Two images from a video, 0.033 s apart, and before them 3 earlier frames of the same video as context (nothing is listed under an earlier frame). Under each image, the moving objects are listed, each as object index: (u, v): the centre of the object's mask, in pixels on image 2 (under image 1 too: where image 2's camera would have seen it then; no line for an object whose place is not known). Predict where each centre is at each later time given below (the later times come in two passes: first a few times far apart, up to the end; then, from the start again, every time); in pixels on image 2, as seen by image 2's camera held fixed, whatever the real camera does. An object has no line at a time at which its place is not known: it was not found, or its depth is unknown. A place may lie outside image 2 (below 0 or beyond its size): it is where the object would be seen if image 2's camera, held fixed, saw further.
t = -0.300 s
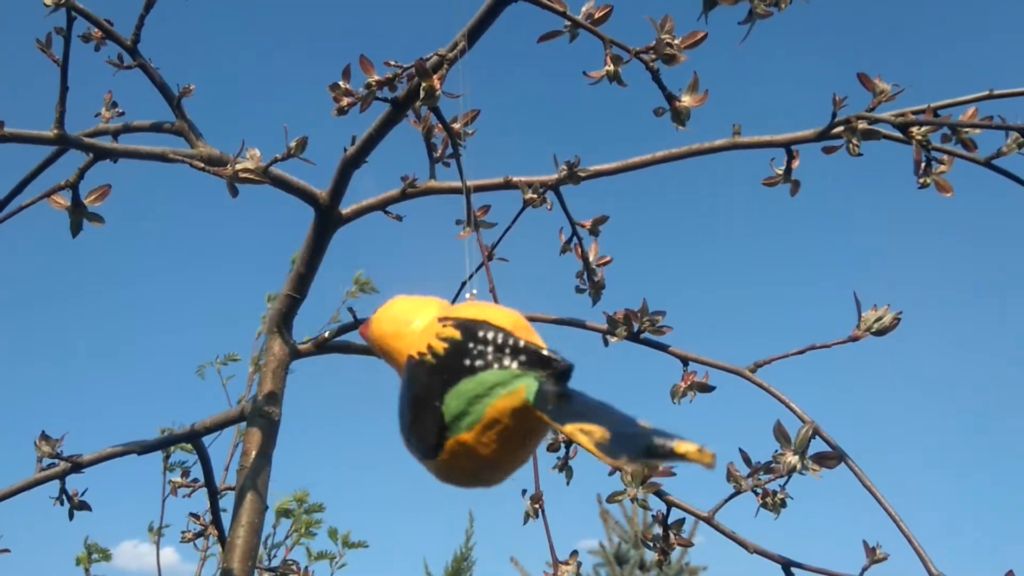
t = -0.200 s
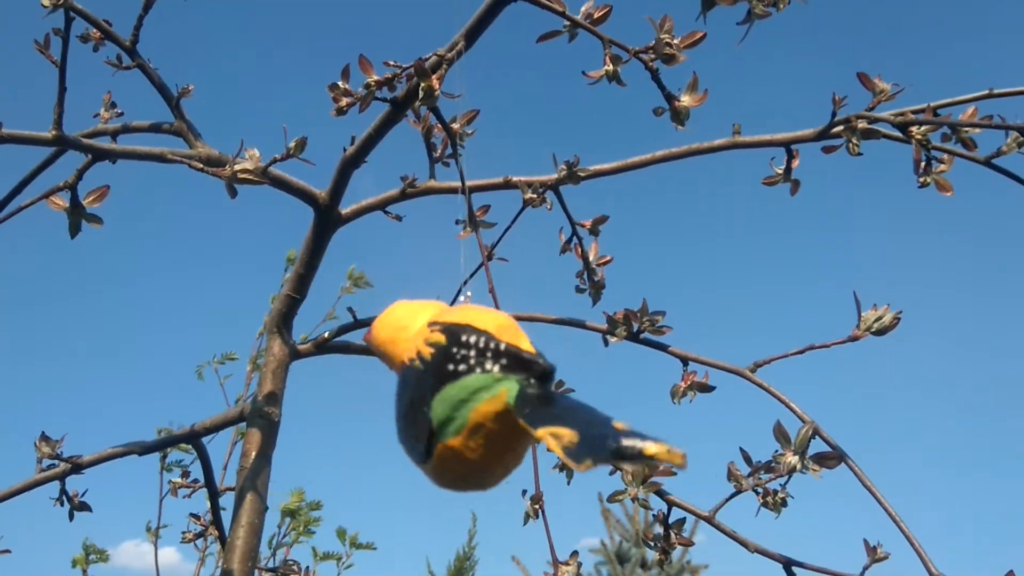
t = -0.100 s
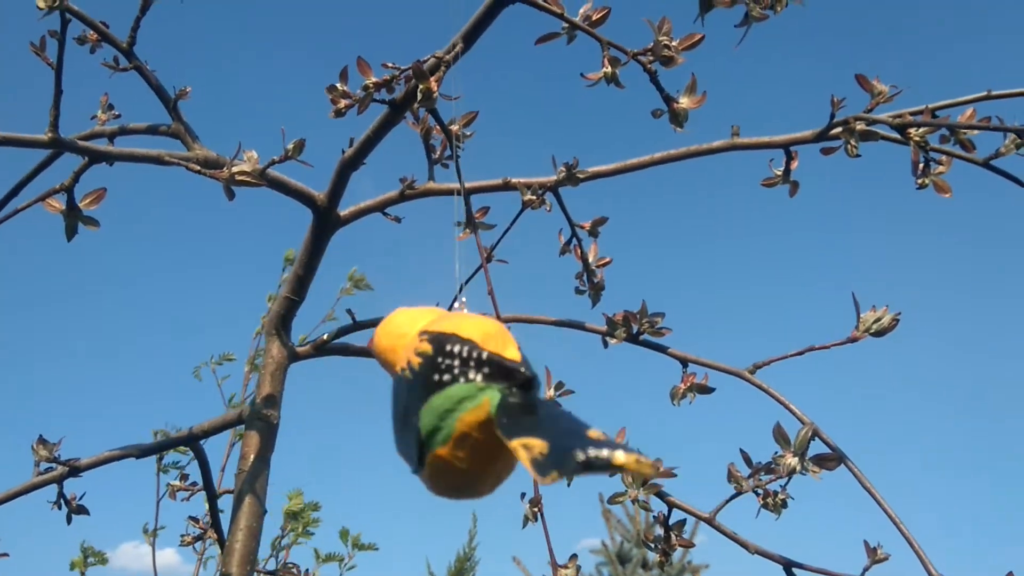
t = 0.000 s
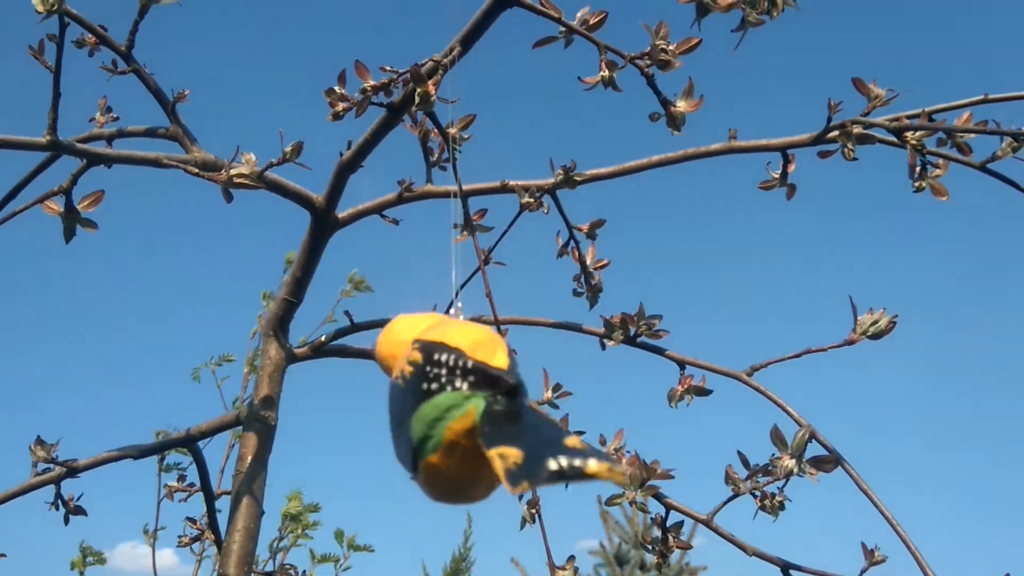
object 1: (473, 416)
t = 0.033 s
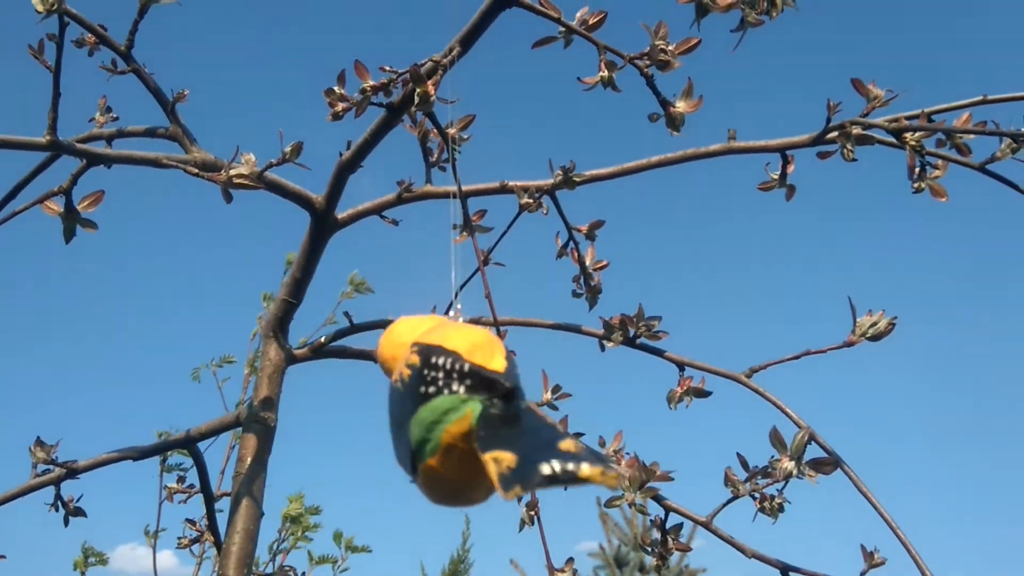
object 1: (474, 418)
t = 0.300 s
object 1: (474, 416)
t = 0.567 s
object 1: (472, 402)
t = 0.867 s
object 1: (470, 412)
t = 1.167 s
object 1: (494, 430)
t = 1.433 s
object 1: (498, 405)
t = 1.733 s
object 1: (466, 398)
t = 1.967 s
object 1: (463, 426)
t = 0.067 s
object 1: (471, 418)
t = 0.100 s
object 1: (471, 420)
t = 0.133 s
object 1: (472, 420)
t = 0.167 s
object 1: (472, 420)
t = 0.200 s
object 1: (473, 420)
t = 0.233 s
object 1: (473, 420)
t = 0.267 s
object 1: (473, 418)
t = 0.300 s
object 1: (474, 416)
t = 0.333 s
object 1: (474, 414)
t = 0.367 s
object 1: (475, 412)
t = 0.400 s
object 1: (476, 410)
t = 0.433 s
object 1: (476, 408)
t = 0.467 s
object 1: (475, 406)
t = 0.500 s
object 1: (474, 404)
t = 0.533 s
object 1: (473, 403)
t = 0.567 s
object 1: (472, 402)
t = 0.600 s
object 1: (471, 401)
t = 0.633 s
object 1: (470, 401)
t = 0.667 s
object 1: (470, 401)
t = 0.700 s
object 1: (469, 402)
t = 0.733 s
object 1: (468, 403)
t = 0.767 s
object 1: (468, 404)
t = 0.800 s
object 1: (468, 406)
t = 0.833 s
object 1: (469, 409)
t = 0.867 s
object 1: (470, 412)
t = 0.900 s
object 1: (471, 416)
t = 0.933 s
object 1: (475, 420)
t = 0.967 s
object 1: (478, 424)
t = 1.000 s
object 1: (480, 427)
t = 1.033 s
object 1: (484, 430)
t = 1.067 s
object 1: (488, 431)
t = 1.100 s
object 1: (490, 432)
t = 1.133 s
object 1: (492, 432)
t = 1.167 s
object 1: (494, 430)
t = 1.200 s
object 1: (497, 428)
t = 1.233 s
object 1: (498, 425)
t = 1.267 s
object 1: (498, 422)
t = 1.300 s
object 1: (500, 420)
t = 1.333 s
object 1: (501, 416)
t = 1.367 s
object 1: (500, 412)
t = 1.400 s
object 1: (500, 409)
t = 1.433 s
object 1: (498, 405)
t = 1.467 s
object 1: (497, 402)
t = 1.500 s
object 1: (494, 400)
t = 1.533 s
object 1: (491, 398)
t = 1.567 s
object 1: (486, 397)
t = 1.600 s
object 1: (482, 396)
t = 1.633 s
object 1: (478, 396)
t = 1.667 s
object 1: (473, 397)
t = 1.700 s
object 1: (469, 398)
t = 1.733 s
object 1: (466, 398)
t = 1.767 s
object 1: (464, 399)
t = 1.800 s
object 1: (460, 399)
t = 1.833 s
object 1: (460, 401)
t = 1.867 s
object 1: (461, 406)
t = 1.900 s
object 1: (460, 410)
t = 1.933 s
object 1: (462, 417)
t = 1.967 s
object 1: (463, 426)
